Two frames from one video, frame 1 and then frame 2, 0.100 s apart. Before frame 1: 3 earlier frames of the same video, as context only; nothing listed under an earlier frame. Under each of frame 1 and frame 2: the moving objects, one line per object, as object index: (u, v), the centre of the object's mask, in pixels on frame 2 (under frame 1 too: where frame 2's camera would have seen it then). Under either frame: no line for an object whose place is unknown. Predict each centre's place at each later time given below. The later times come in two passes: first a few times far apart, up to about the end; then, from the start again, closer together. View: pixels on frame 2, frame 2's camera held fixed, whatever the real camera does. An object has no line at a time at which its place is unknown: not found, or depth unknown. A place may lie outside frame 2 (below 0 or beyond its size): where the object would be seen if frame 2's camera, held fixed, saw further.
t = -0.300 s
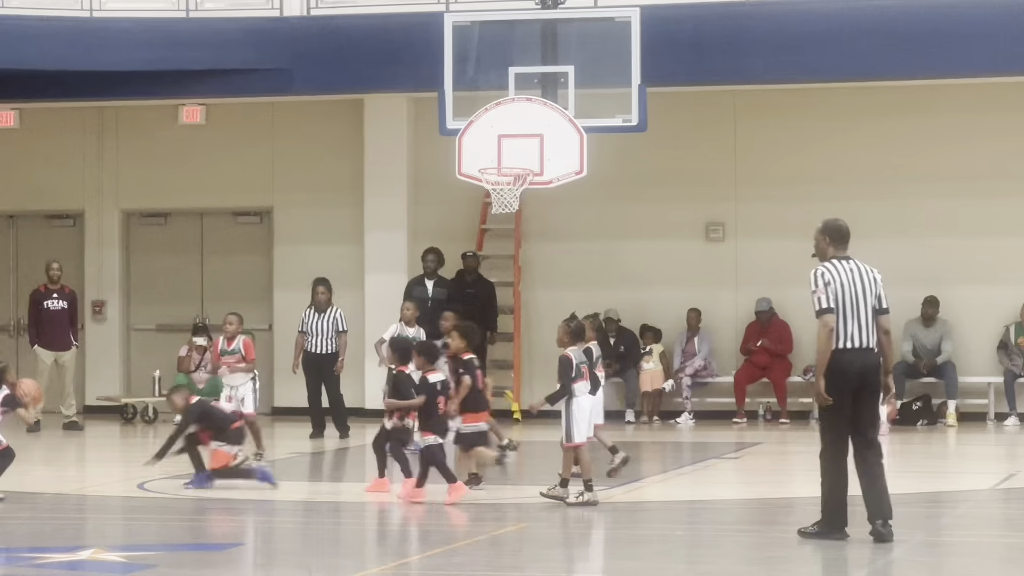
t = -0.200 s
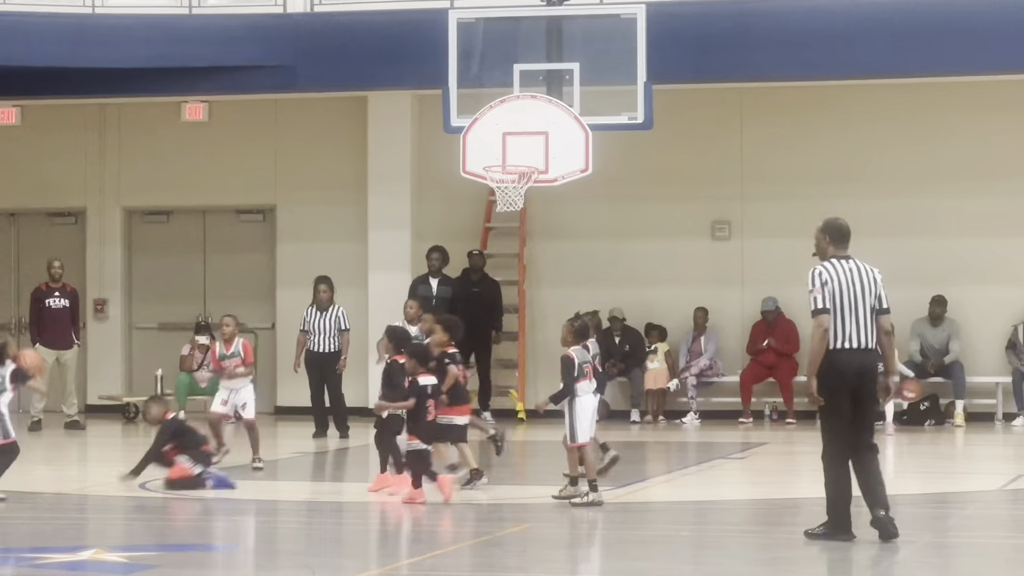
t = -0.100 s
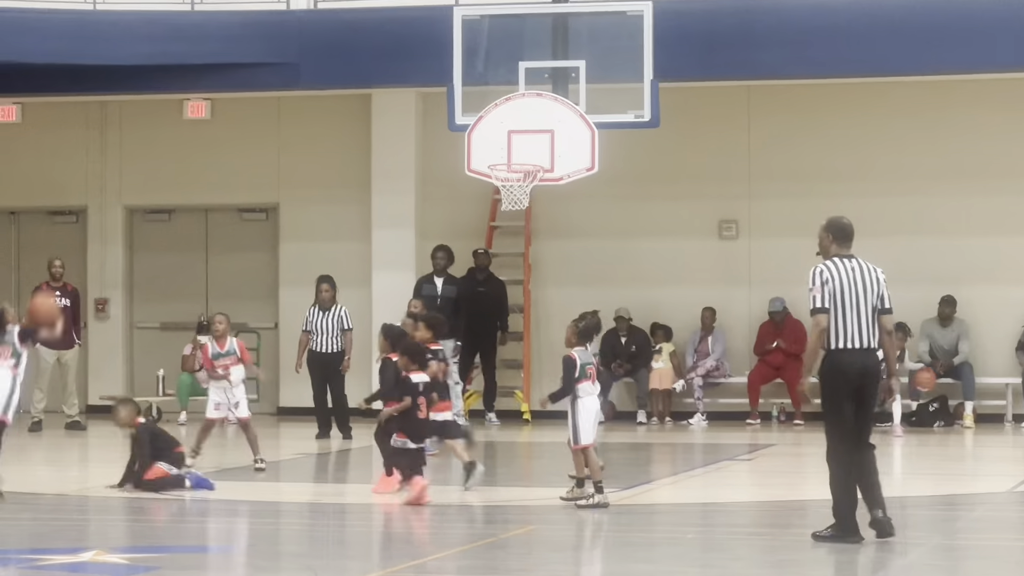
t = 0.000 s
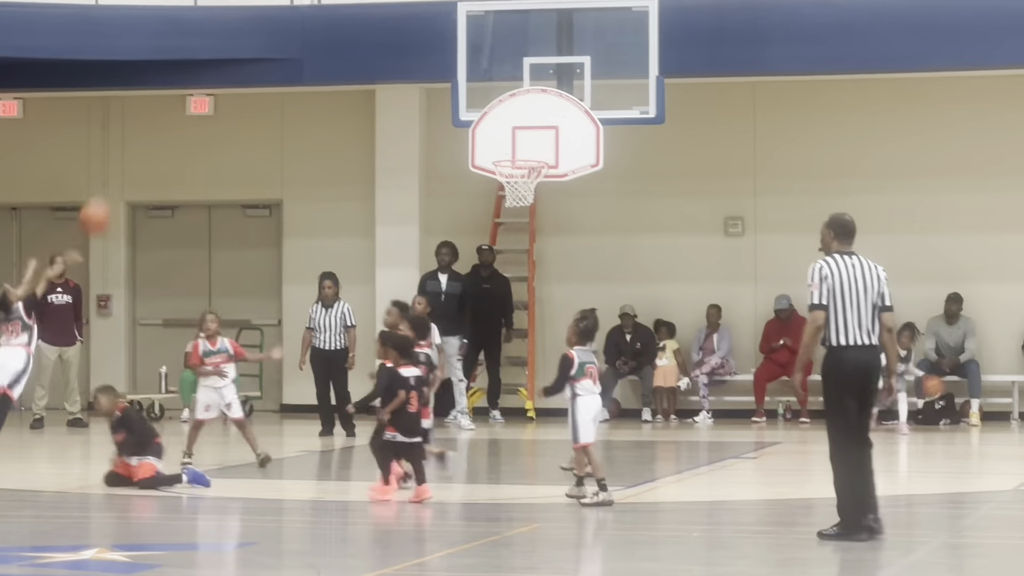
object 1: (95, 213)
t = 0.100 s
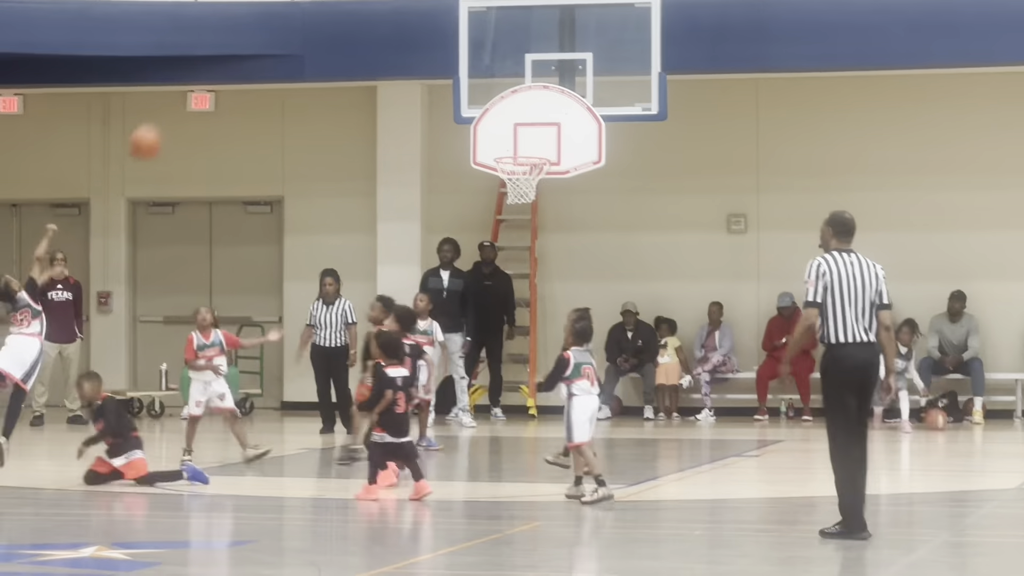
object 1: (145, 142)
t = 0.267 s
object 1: (225, 60)
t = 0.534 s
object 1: (340, 13)
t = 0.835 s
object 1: (453, 56)
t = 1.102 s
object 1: (523, 148)
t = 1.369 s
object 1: (511, 102)
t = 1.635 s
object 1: (500, 110)
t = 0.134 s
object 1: (161, 122)
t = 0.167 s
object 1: (176, 105)
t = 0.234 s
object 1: (209, 73)
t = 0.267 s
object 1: (225, 60)
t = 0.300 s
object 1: (240, 49)
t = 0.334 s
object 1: (255, 39)
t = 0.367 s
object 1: (269, 31)
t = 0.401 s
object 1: (283, 24)
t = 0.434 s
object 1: (297, 19)
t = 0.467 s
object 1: (311, 16)
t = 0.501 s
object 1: (326, 14)
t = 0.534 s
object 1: (340, 13)
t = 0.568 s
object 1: (354, 13)
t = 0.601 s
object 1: (367, 14)
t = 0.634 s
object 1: (380, 15)
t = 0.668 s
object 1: (393, 18)
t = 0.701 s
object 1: (405, 24)
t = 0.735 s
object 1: (418, 30)
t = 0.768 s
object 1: (431, 38)
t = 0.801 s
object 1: (443, 47)
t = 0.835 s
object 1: (453, 56)
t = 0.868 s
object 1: (466, 68)
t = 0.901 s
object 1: (478, 80)
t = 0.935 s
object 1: (488, 92)
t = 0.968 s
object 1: (500, 108)
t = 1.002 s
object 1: (512, 124)
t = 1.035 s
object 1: (523, 140)
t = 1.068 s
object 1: (525, 148)
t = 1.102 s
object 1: (523, 148)
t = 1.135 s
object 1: (520, 148)
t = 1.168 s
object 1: (518, 148)
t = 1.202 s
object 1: (517, 139)
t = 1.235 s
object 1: (515, 129)
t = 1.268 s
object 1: (514, 121)
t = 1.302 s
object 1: (513, 113)
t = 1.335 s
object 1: (512, 107)
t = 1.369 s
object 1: (511, 102)
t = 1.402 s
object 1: (508, 99)
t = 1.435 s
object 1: (507, 96)
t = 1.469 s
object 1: (506, 96)
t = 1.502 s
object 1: (505, 95)
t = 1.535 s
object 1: (504, 97)
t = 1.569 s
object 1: (503, 100)
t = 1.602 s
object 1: (501, 104)
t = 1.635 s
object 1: (500, 110)
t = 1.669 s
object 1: (499, 117)
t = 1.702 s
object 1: (498, 125)
